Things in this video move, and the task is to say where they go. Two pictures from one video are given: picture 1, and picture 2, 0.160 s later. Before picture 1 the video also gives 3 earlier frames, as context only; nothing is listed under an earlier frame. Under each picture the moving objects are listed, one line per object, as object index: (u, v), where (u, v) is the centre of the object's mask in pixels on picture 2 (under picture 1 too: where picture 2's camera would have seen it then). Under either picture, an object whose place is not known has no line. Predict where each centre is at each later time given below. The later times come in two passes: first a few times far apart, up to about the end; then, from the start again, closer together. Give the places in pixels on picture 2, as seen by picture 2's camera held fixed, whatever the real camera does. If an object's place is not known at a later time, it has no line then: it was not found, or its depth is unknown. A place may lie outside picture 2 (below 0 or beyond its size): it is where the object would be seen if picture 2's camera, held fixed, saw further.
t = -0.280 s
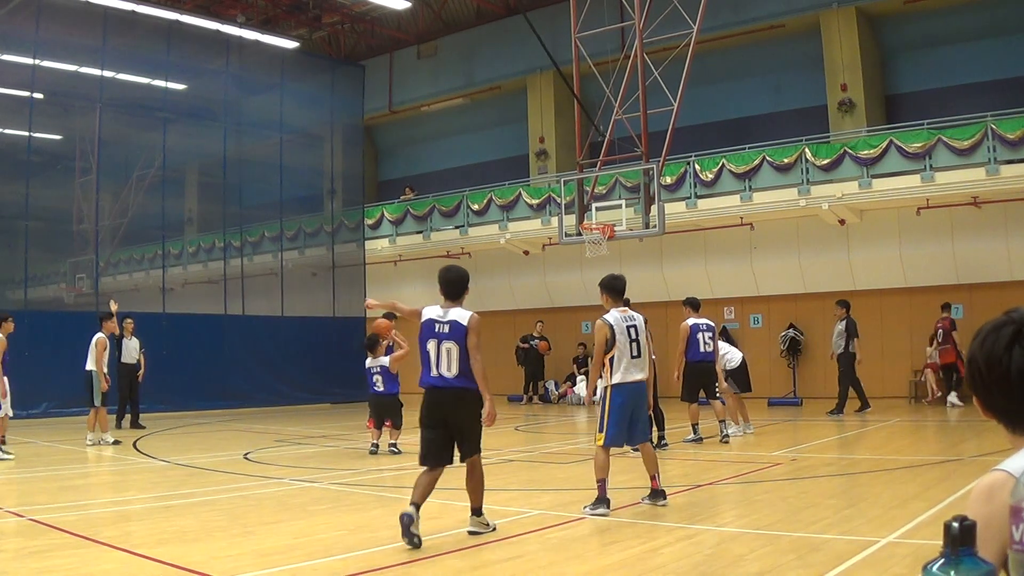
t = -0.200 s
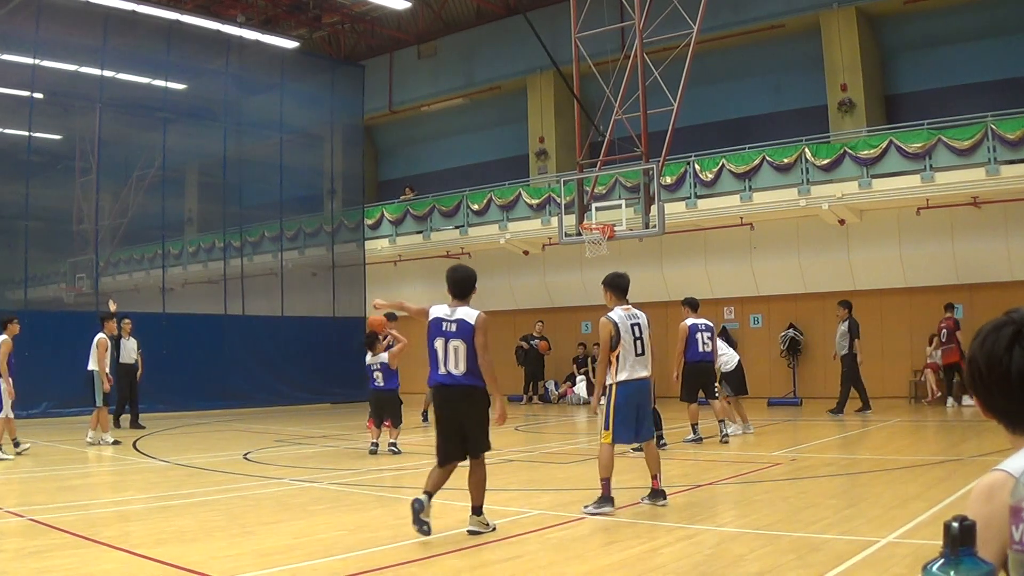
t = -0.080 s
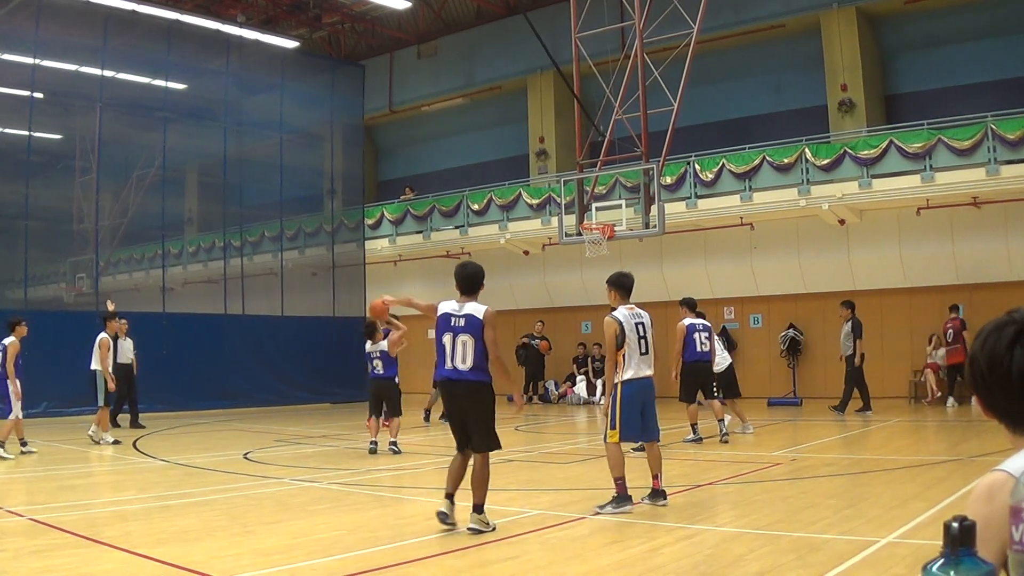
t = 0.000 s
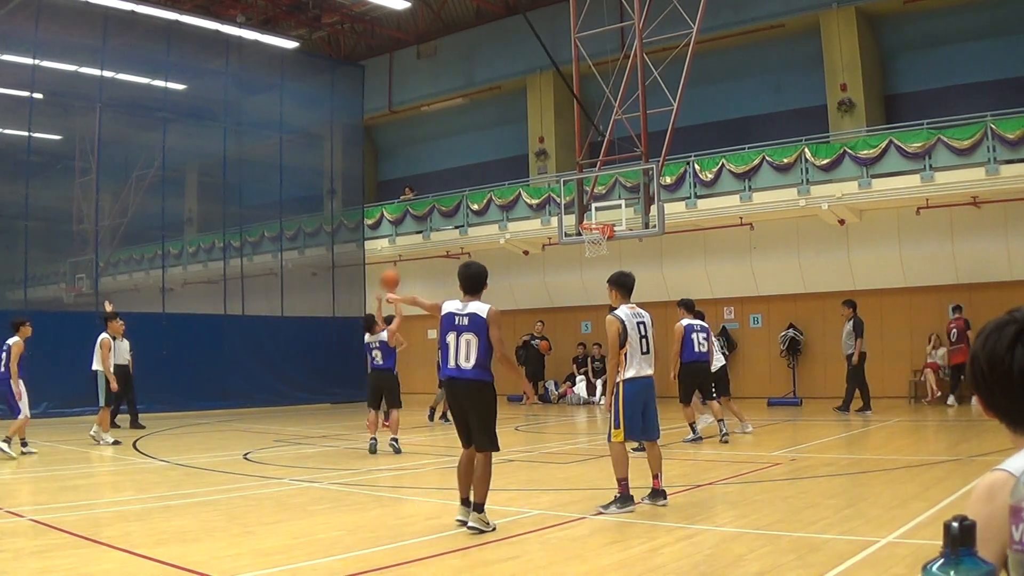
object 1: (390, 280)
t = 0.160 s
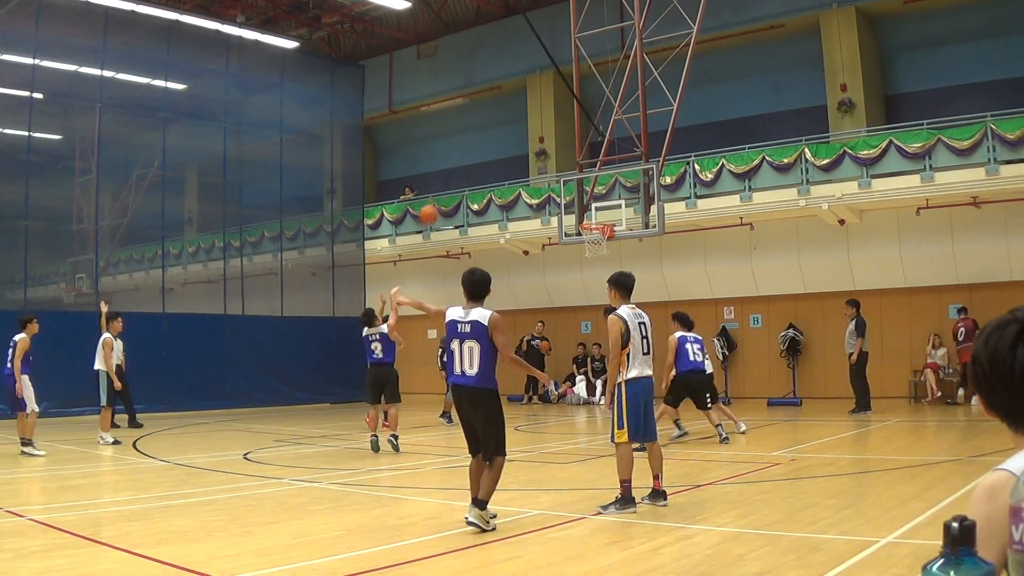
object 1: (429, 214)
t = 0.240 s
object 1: (447, 191)
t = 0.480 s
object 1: (498, 156)
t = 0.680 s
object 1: (537, 158)
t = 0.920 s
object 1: (580, 194)
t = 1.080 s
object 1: (597, 233)
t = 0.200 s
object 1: (438, 202)
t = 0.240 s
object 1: (447, 191)
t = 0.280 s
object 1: (456, 182)
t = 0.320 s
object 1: (465, 175)
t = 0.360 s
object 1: (474, 168)
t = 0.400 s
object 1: (482, 163)
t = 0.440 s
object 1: (491, 159)
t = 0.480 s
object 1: (498, 156)
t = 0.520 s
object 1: (507, 154)
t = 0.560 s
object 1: (514, 154)
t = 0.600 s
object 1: (522, 154)
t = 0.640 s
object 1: (530, 155)
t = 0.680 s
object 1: (537, 158)
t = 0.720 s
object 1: (544, 162)
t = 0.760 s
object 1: (552, 166)
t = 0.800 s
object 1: (559, 171)
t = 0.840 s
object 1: (566, 178)
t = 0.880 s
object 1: (573, 186)
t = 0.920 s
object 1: (580, 194)
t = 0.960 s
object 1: (586, 203)
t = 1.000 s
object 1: (593, 213)
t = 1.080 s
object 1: (597, 233)
